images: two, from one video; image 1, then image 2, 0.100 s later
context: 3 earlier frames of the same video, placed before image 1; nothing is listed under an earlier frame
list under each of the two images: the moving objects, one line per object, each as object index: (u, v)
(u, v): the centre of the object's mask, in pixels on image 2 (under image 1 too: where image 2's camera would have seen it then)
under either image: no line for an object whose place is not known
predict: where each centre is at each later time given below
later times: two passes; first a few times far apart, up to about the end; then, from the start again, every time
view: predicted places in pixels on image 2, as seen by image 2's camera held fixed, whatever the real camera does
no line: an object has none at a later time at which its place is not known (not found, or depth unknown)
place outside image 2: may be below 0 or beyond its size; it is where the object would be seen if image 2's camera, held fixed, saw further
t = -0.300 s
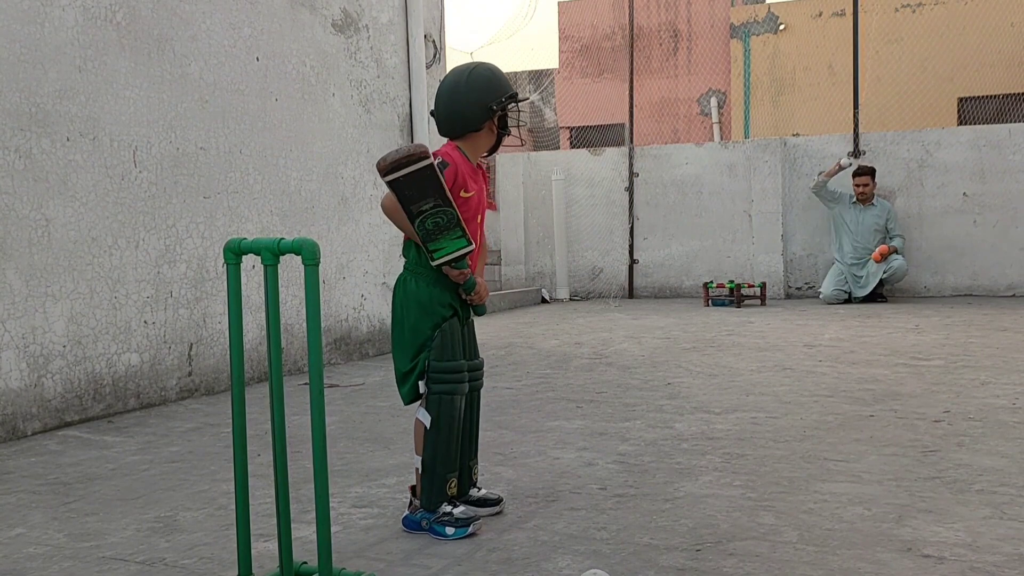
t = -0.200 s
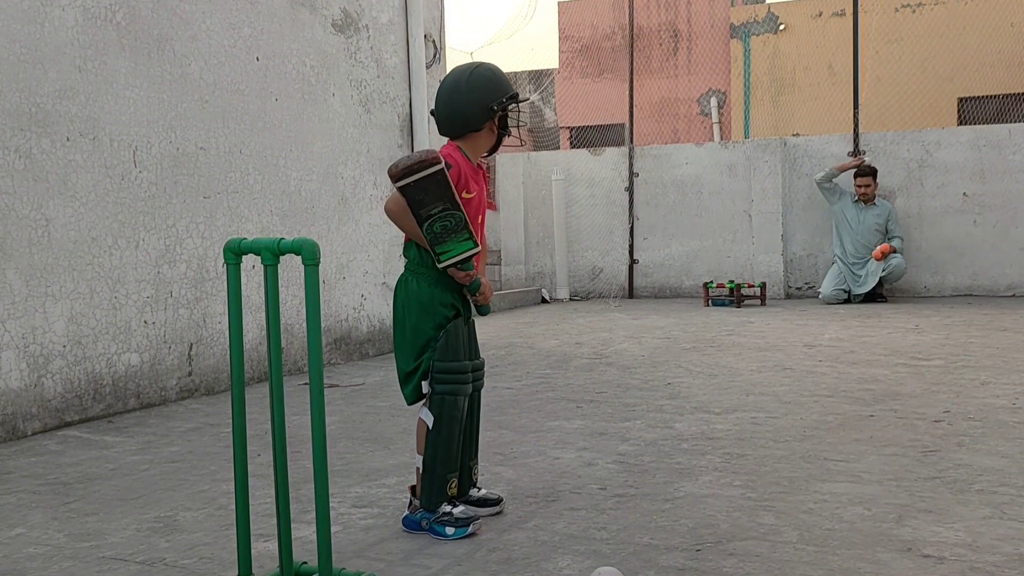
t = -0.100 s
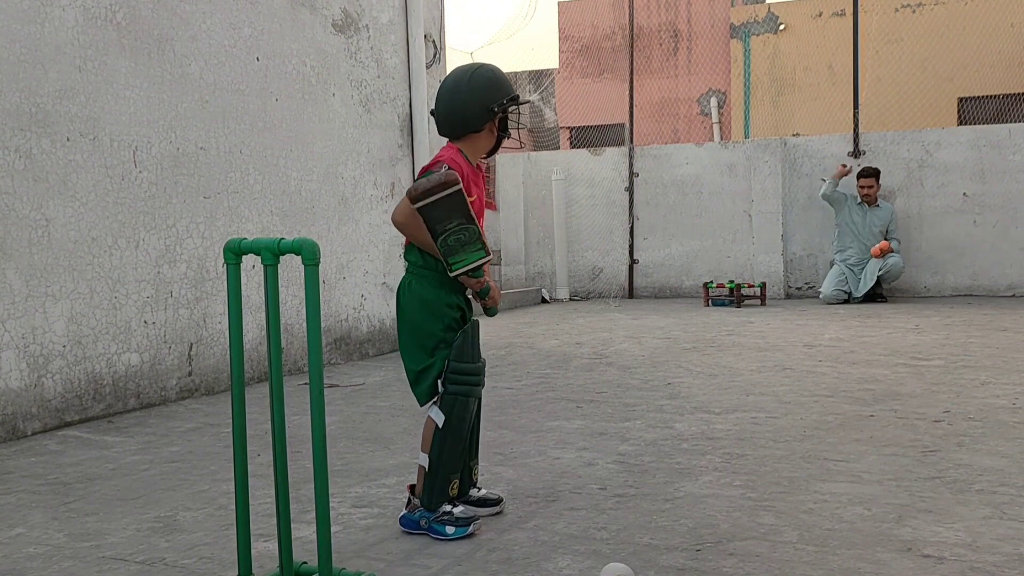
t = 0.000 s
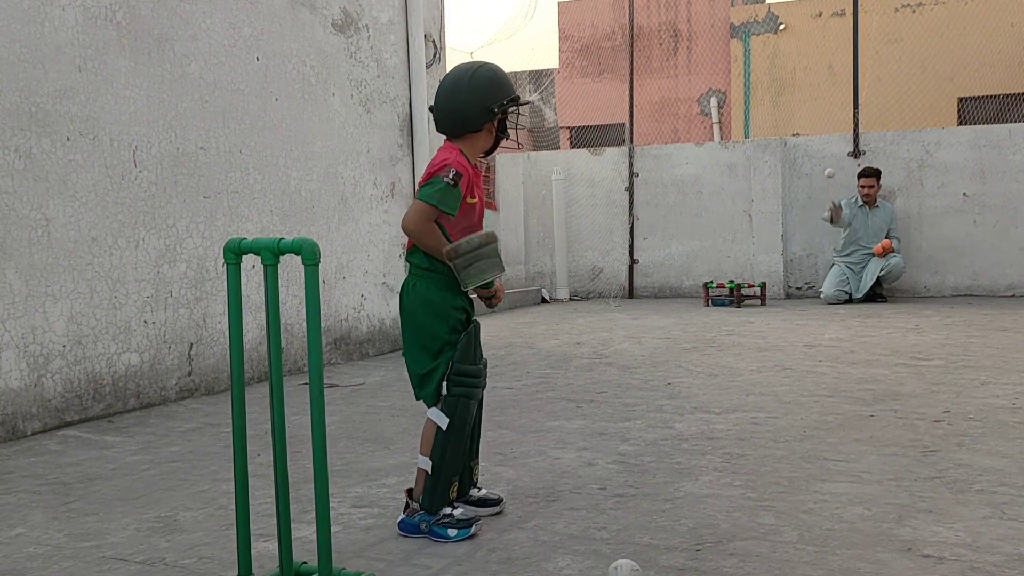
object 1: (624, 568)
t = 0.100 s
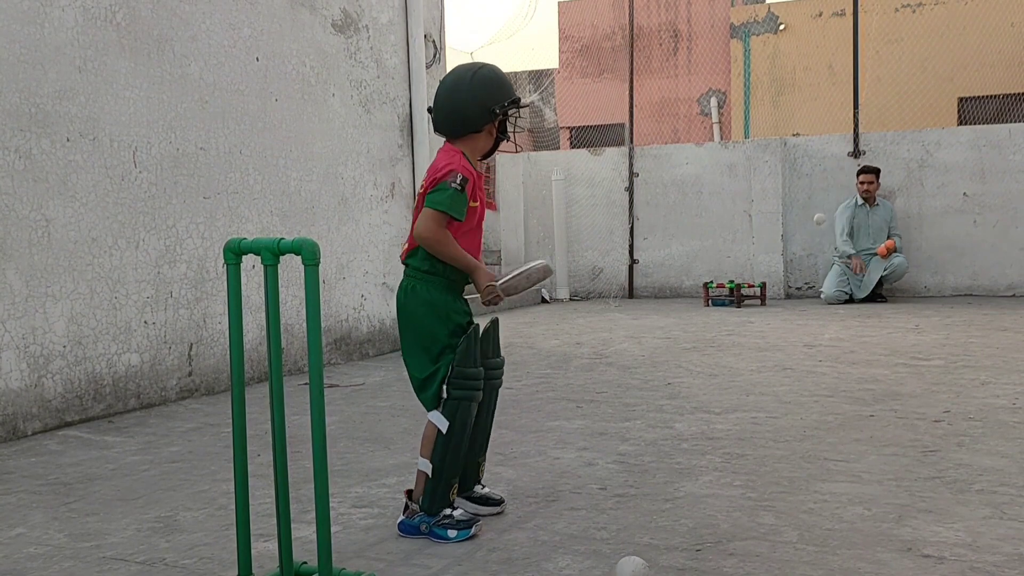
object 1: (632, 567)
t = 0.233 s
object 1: (640, 564)
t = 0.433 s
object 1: (649, 561)
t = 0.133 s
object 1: (634, 566)
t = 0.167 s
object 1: (636, 566)
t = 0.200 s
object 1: (638, 565)
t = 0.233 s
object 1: (640, 564)
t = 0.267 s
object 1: (641, 564)
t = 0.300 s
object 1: (643, 563)
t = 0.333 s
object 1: (644, 563)
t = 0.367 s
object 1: (647, 562)
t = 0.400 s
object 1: (648, 561)
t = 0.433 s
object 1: (649, 561)
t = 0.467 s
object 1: (649, 559)
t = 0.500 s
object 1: (651, 559)
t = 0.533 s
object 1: (651, 558)
